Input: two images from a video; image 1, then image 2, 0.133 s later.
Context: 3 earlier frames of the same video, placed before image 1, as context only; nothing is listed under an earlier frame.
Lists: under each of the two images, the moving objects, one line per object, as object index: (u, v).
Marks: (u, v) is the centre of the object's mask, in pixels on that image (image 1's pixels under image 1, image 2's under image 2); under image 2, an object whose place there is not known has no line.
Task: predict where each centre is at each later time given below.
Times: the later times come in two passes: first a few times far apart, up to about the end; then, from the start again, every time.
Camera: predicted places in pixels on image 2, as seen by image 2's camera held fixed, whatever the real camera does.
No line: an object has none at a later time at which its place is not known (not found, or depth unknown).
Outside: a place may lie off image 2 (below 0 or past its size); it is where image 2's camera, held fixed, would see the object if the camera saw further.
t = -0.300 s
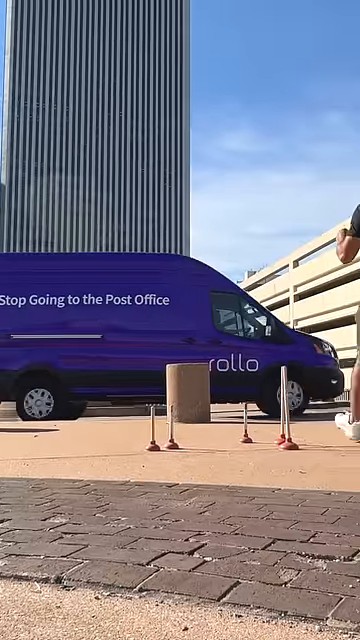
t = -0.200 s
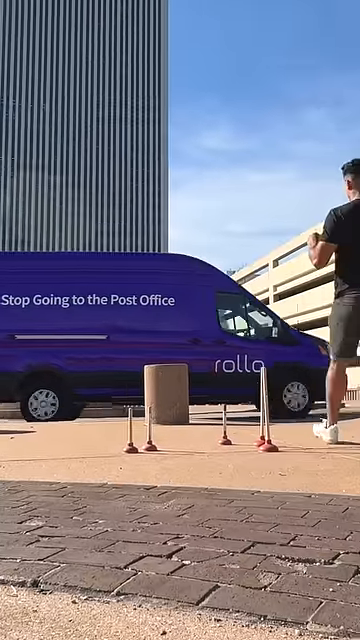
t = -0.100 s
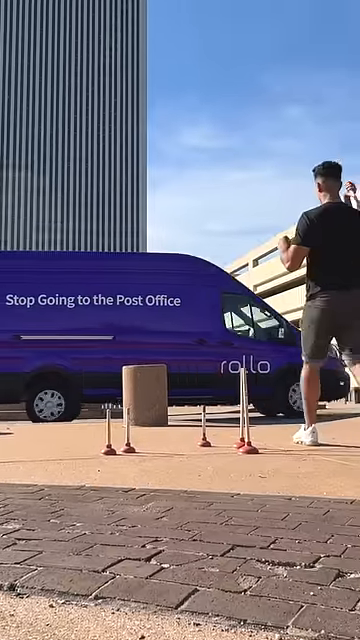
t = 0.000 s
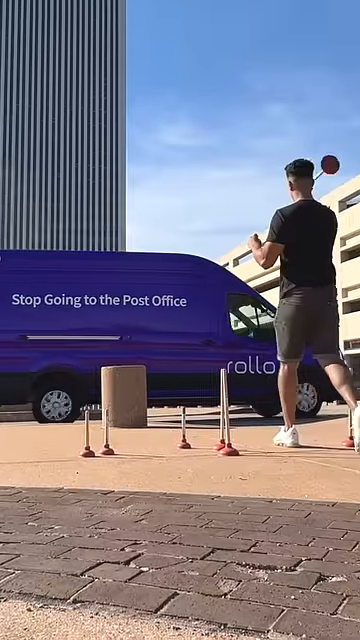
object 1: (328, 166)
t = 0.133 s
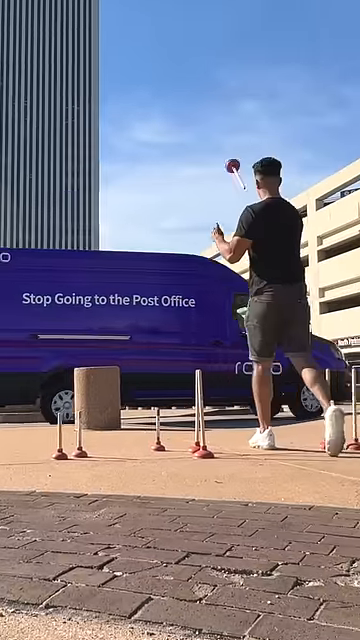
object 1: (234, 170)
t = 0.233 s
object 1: (203, 185)
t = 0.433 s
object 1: (159, 249)
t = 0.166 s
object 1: (222, 178)
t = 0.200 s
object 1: (212, 182)
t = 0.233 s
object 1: (203, 185)
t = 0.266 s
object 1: (193, 195)
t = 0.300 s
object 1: (185, 208)
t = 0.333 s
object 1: (179, 220)
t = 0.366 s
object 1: (172, 225)
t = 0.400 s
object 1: (165, 236)
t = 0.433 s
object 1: (159, 249)
